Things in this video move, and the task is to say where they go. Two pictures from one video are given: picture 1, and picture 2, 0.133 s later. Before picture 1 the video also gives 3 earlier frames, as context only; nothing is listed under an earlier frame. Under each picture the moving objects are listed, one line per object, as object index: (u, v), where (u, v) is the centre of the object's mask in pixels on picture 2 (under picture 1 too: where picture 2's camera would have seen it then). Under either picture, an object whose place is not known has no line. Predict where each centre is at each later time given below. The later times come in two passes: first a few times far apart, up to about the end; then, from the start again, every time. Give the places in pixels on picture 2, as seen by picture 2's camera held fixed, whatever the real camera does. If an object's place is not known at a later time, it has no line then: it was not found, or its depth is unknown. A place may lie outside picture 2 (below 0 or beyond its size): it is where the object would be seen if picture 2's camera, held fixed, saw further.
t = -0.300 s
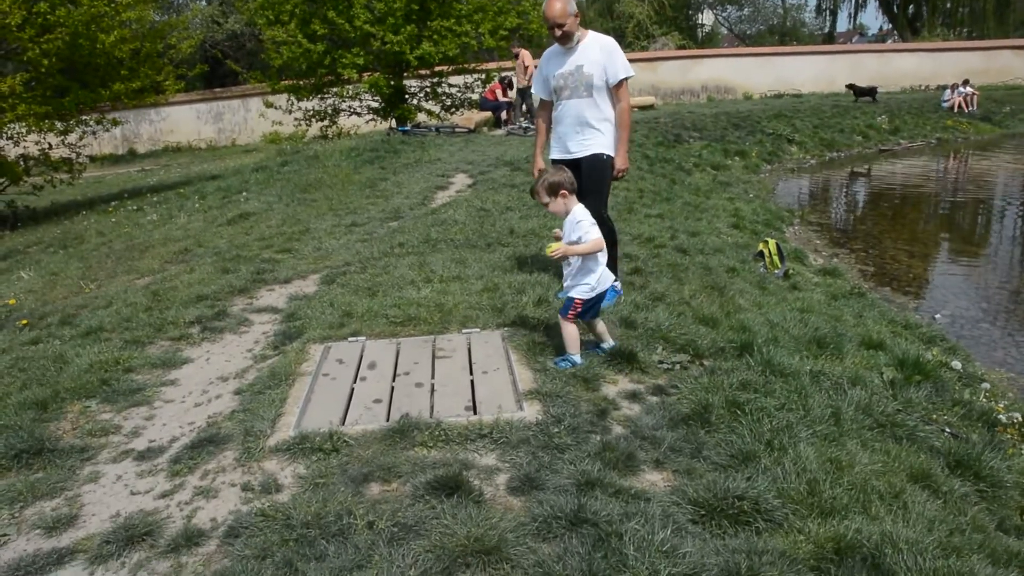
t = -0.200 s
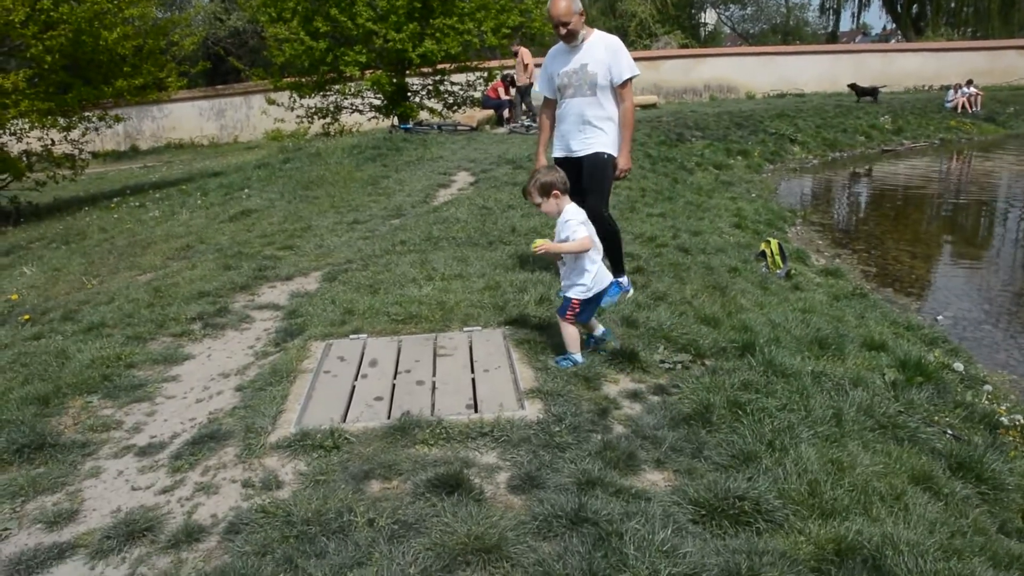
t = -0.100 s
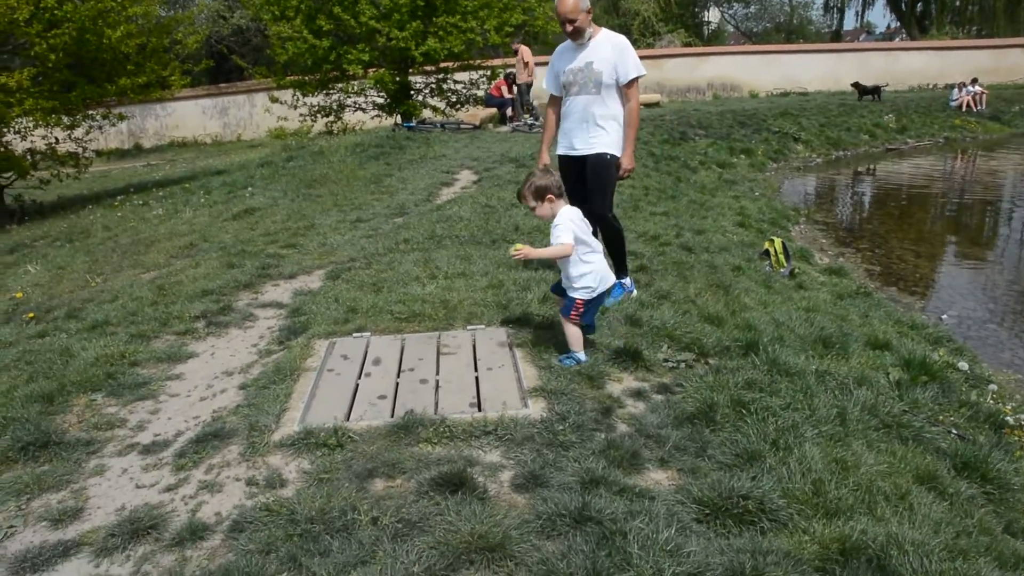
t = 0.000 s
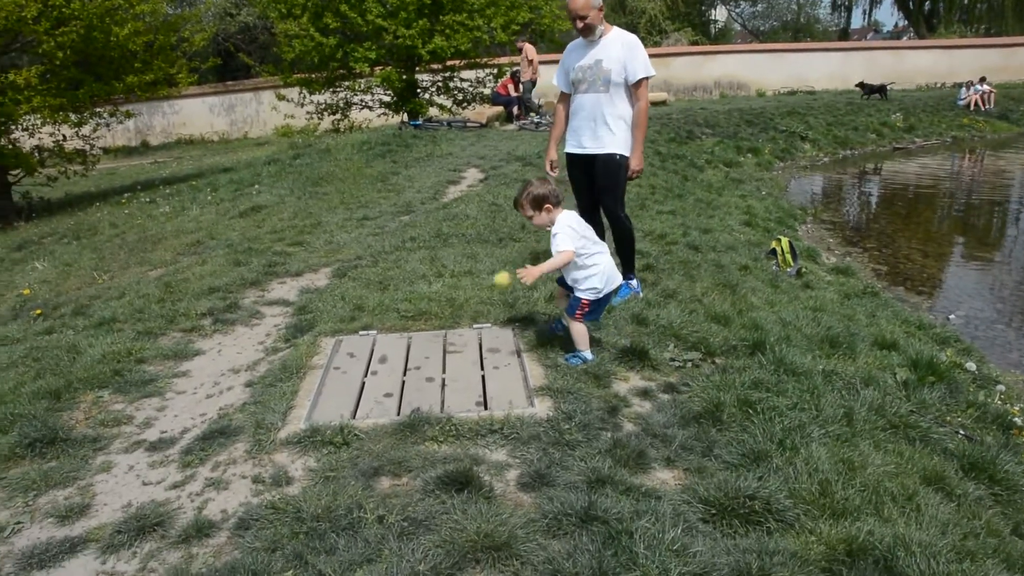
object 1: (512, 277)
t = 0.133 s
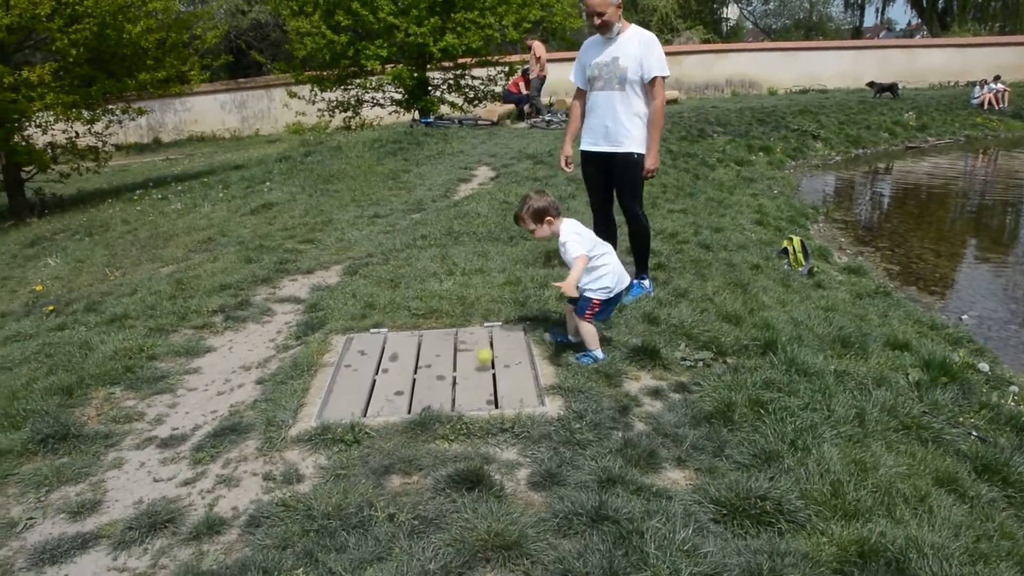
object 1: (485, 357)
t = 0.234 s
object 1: (466, 335)
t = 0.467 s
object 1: (430, 333)
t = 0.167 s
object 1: (478, 359)
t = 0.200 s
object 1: (472, 345)
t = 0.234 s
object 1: (466, 335)
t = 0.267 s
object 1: (461, 326)
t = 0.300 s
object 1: (456, 321)
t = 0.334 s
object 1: (450, 318)
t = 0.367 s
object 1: (445, 318)
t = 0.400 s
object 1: (440, 320)
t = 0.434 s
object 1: (435, 325)
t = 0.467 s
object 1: (430, 333)
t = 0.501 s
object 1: (425, 344)
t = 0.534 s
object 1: (421, 357)
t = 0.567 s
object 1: (415, 369)
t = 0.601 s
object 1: (408, 363)
